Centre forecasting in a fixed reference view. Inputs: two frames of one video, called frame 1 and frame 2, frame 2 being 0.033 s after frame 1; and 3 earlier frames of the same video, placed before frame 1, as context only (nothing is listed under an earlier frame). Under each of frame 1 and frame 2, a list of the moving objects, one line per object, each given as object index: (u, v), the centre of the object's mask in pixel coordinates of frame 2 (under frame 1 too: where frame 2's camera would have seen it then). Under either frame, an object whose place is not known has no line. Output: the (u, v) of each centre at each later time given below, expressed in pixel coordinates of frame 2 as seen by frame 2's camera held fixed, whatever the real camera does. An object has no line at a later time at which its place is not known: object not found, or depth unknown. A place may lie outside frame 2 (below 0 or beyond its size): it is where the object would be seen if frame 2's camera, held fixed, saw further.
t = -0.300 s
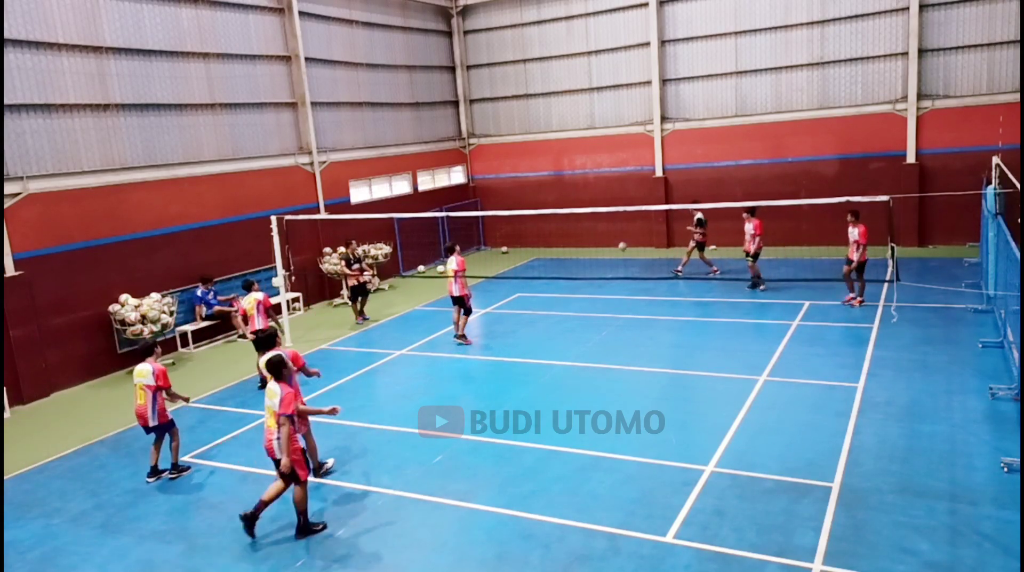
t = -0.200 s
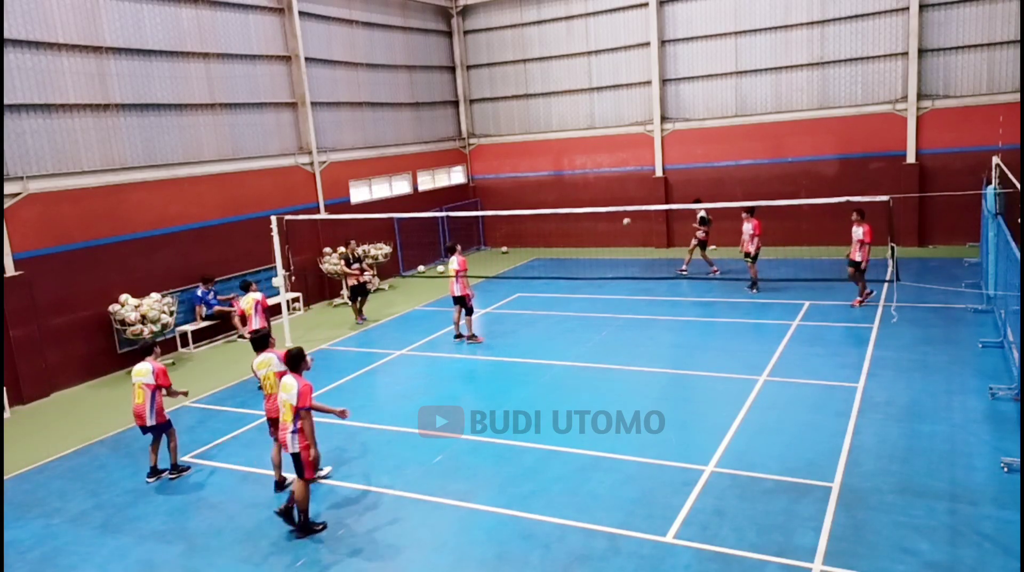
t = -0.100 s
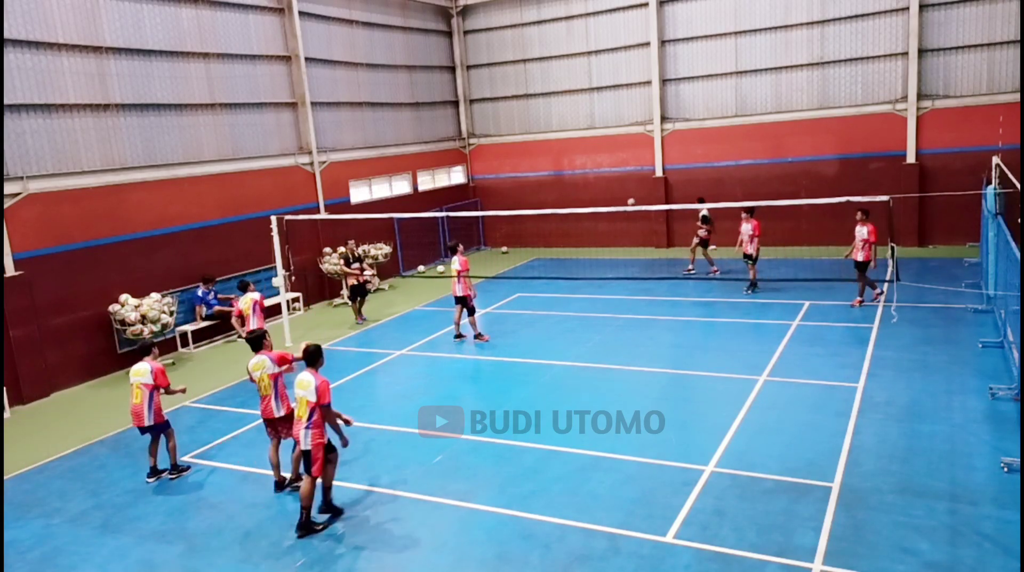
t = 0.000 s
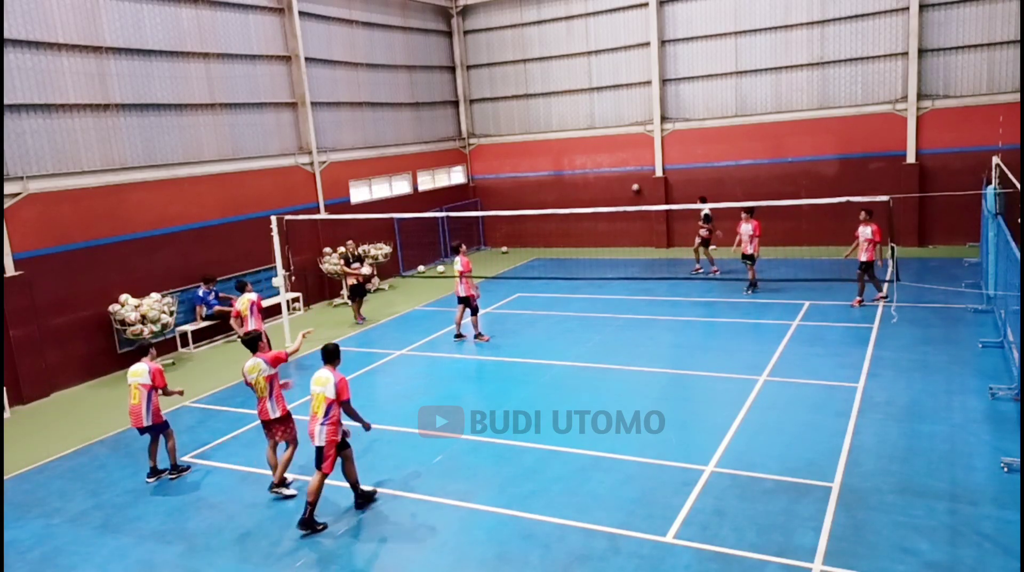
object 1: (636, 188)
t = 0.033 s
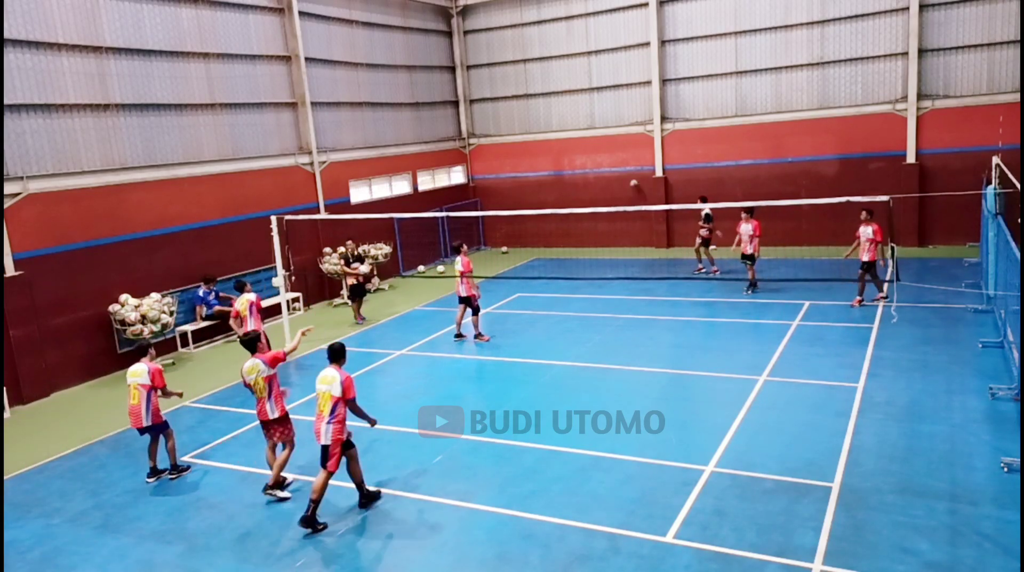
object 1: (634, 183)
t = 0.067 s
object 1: (631, 179)
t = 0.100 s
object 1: (629, 176)
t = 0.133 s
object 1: (626, 173)
